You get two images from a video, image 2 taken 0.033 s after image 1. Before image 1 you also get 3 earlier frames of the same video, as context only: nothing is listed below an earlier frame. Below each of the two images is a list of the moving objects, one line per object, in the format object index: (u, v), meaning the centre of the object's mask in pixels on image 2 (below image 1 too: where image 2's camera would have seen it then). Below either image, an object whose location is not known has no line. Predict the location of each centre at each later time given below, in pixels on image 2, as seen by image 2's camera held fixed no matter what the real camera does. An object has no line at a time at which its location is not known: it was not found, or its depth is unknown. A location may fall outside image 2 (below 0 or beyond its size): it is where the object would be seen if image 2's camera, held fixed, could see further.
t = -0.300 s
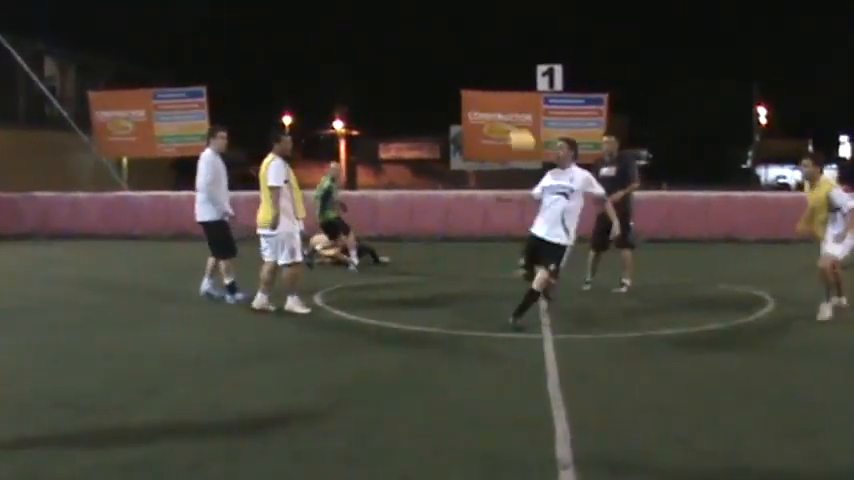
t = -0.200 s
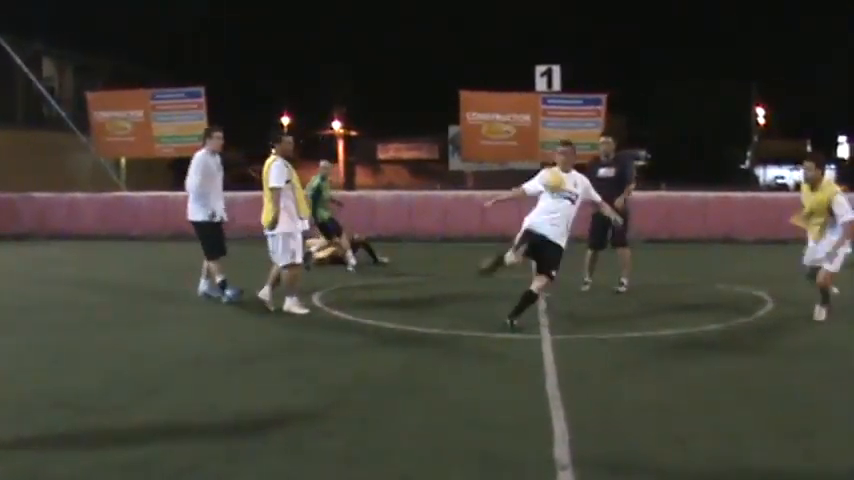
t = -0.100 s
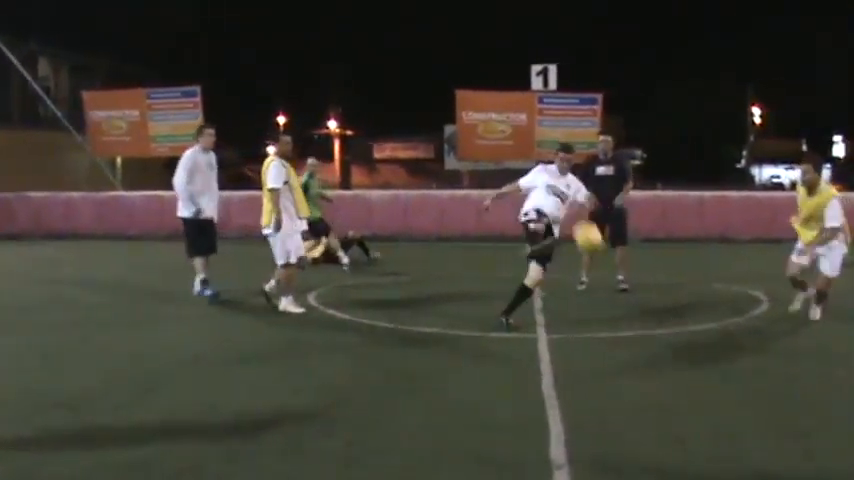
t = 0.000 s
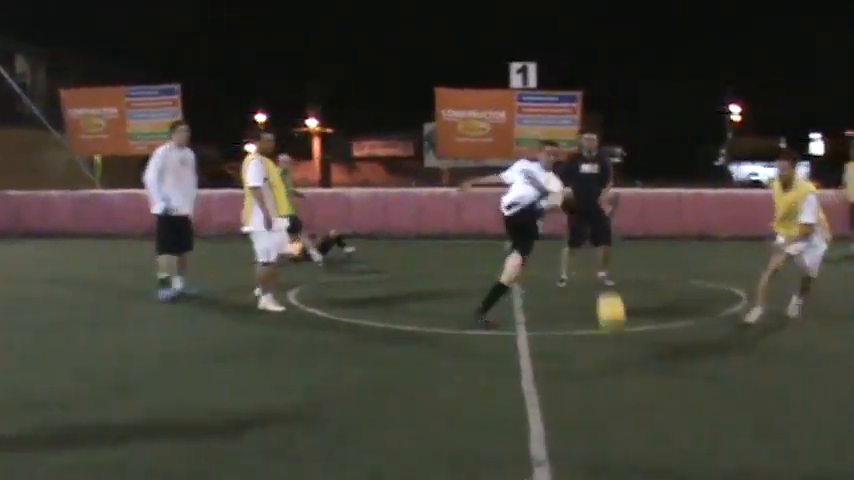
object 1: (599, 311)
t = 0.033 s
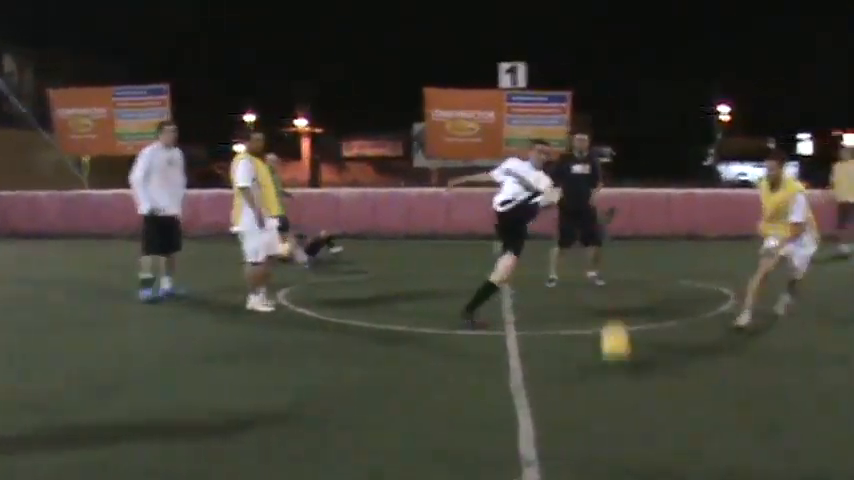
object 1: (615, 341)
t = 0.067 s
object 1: (627, 346)
